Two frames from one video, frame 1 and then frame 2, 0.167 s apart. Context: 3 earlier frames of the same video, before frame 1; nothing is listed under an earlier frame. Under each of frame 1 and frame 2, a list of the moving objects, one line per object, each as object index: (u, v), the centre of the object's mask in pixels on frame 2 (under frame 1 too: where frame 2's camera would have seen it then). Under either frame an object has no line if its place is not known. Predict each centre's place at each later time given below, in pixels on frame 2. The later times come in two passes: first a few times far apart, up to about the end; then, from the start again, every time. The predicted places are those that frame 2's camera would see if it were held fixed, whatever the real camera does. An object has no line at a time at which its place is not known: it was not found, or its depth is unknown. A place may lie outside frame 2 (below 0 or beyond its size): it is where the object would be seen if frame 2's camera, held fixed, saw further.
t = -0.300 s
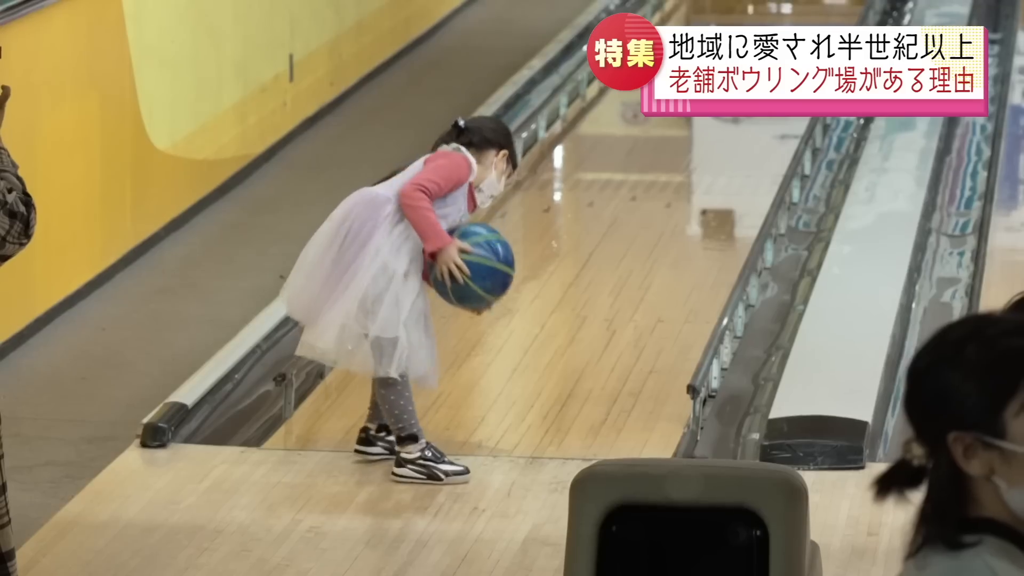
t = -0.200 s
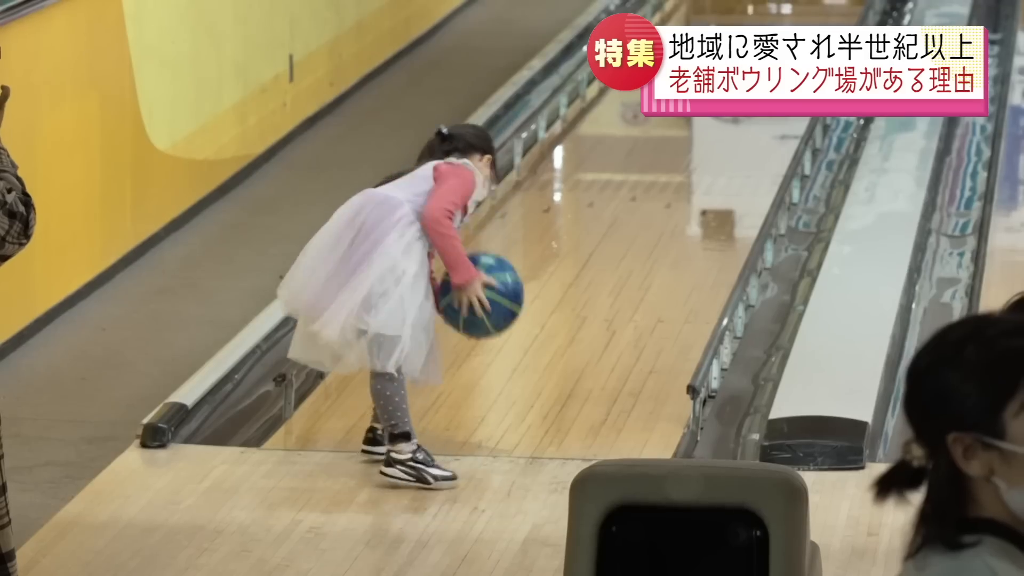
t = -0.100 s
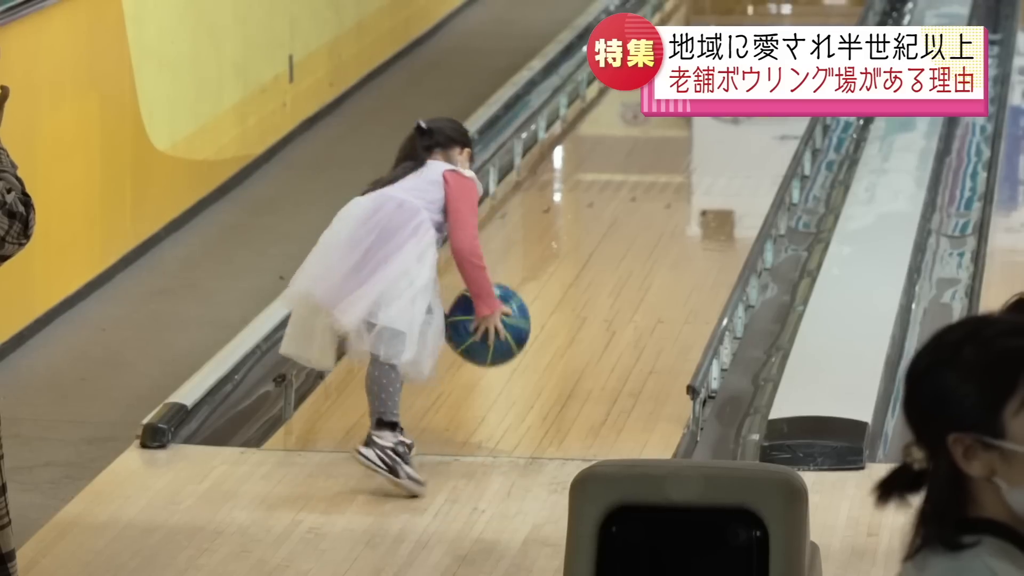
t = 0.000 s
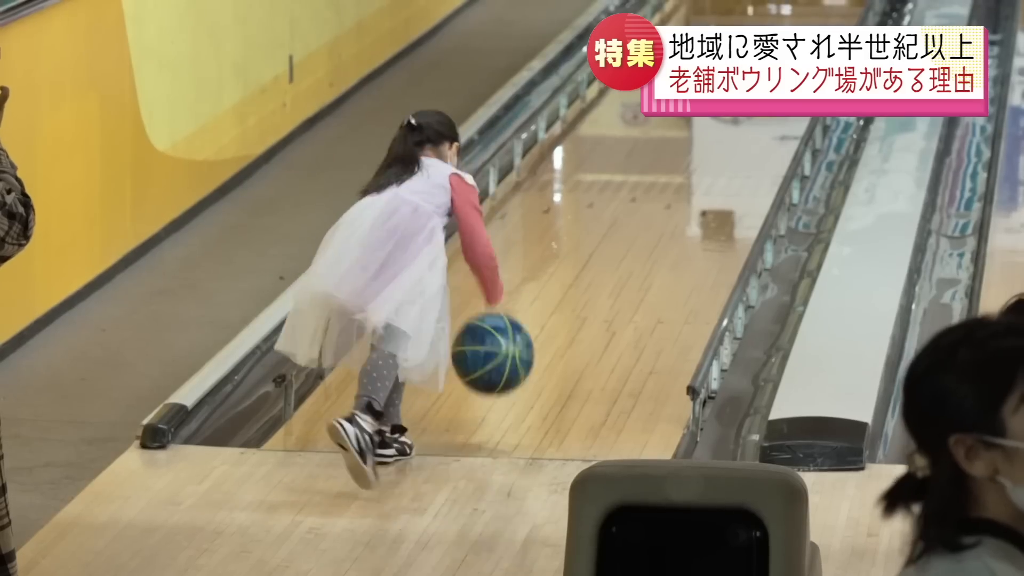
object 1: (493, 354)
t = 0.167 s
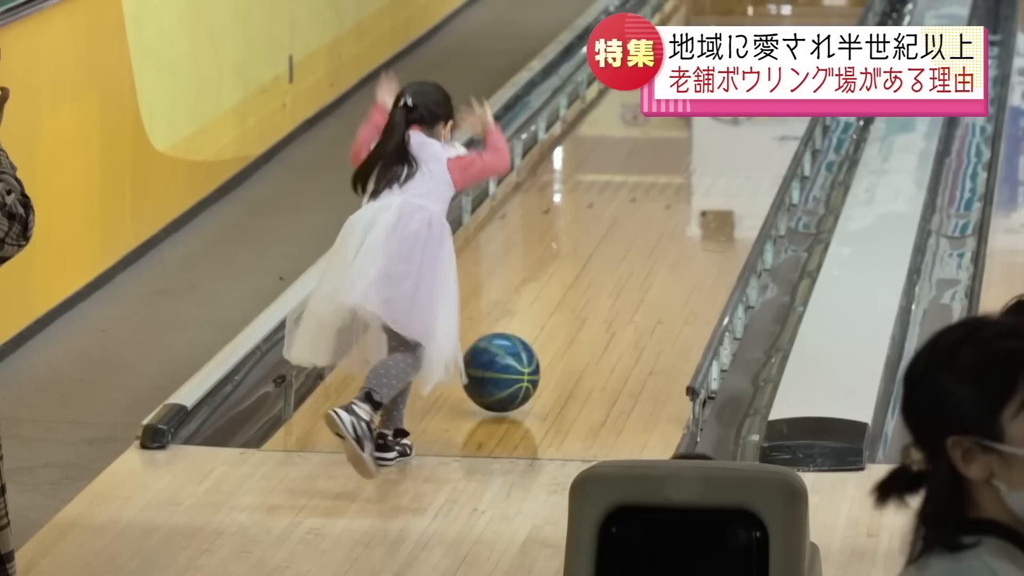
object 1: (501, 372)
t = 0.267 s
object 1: (509, 360)
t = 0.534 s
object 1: (526, 322)
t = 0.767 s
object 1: (537, 293)
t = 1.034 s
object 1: (552, 264)
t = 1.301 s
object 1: (569, 237)
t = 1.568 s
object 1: (587, 214)
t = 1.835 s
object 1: (605, 194)
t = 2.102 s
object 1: (622, 174)
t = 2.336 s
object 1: (637, 159)
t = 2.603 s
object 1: (655, 144)
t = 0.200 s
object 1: (503, 369)
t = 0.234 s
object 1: (506, 365)
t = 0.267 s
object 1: (509, 360)
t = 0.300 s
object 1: (512, 355)
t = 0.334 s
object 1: (514, 351)
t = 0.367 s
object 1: (515, 346)
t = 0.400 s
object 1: (517, 341)
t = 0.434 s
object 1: (519, 336)
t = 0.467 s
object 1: (522, 331)
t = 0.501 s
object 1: (523, 327)
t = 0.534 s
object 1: (526, 322)
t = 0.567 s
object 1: (528, 318)
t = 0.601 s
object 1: (530, 313)
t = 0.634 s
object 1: (531, 309)
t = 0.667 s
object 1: (533, 305)
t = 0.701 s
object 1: (534, 301)
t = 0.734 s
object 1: (536, 297)
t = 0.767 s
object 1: (537, 293)
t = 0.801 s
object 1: (538, 289)
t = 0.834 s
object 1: (539, 285)
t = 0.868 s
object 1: (541, 281)
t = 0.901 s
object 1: (543, 278)
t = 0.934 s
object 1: (546, 274)
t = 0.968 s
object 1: (548, 271)
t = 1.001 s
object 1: (550, 267)
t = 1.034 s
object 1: (552, 264)
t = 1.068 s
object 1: (554, 260)
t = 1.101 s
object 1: (556, 257)
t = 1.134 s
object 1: (558, 253)
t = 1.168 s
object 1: (561, 250)
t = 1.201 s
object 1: (563, 247)
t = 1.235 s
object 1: (565, 244)
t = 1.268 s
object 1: (567, 241)
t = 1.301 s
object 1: (569, 237)
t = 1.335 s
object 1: (571, 234)
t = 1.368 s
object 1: (574, 231)
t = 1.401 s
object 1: (576, 229)
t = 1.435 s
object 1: (578, 226)
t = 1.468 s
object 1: (581, 223)
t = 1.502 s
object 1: (583, 220)
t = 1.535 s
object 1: (585, 217)
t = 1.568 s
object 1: (587, 214)
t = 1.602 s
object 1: (589, 212)
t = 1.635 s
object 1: (592, 209)
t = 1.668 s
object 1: (594, 206)
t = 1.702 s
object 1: (596, 204)
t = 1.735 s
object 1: (598, 202)
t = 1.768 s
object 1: (600, 199)
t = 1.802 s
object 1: (603, 196)
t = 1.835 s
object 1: (605, 194)
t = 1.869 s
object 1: (607, 191)
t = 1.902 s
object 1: (609, 189)
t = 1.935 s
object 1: (611, 186)
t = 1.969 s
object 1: (613, 184)
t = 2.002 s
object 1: (616, 181)
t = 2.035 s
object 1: (618, 179)
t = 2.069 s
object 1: (620, 177)
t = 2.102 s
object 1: (622, 174)
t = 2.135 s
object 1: (624, 172)
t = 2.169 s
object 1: (626, 170)
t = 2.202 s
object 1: (628, 168)
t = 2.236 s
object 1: (631, 166)
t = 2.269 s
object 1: (632, 164)
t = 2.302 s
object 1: (635, 162)
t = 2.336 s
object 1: (637, 159)
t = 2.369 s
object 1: (639, 158)
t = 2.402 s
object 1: (642, 155)
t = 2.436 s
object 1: (644, 153)
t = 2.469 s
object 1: (646, 151)
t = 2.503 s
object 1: (648, 149)
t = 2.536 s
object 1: (651, 148)
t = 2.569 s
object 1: (653, 146)
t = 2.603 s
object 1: (655, 144)
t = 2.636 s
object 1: (657, 142)
